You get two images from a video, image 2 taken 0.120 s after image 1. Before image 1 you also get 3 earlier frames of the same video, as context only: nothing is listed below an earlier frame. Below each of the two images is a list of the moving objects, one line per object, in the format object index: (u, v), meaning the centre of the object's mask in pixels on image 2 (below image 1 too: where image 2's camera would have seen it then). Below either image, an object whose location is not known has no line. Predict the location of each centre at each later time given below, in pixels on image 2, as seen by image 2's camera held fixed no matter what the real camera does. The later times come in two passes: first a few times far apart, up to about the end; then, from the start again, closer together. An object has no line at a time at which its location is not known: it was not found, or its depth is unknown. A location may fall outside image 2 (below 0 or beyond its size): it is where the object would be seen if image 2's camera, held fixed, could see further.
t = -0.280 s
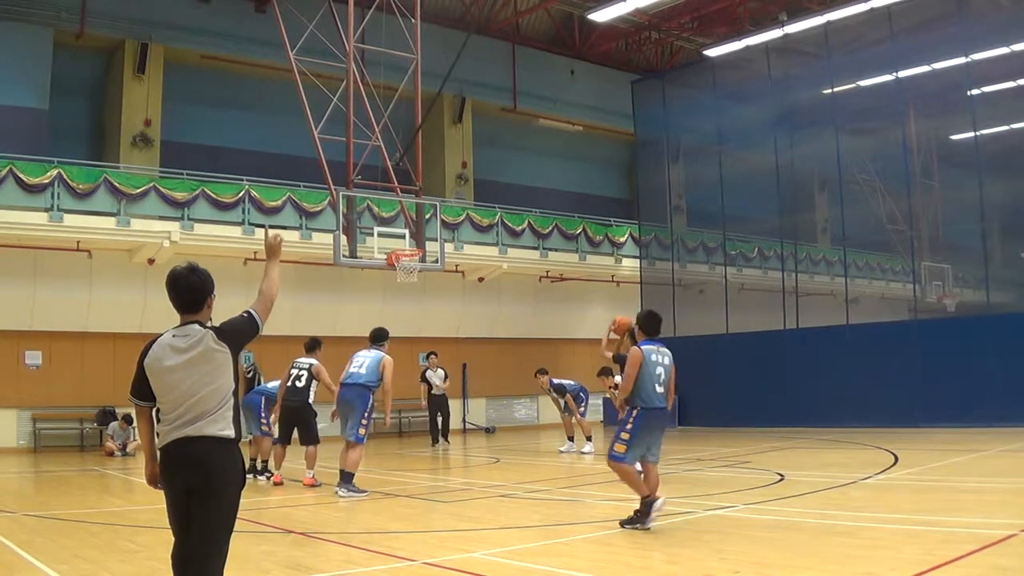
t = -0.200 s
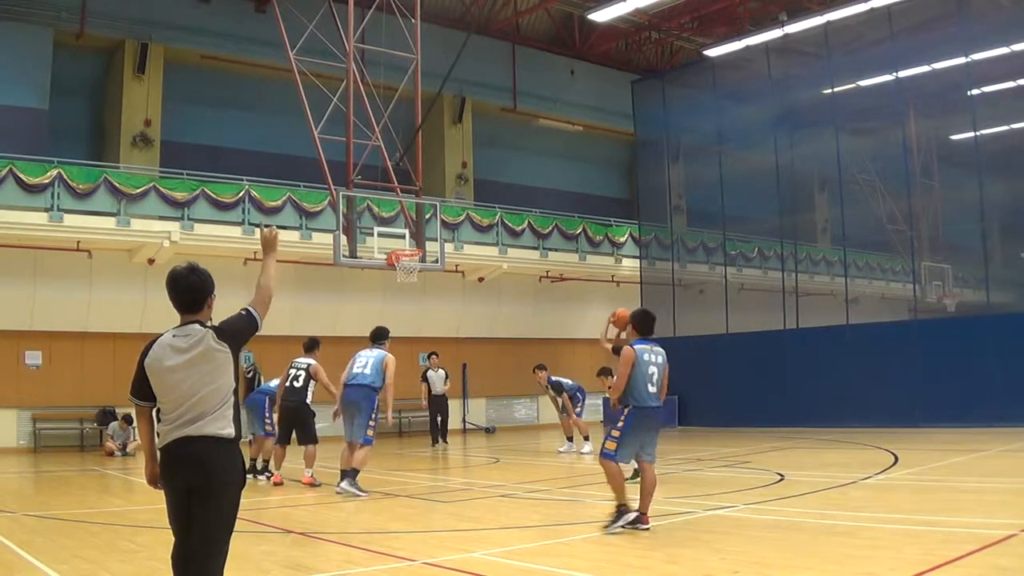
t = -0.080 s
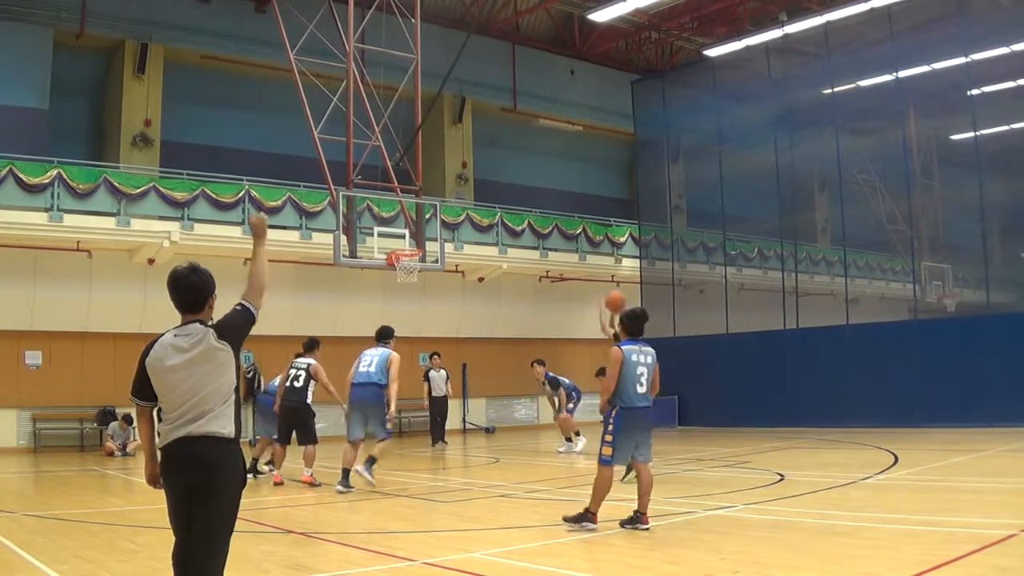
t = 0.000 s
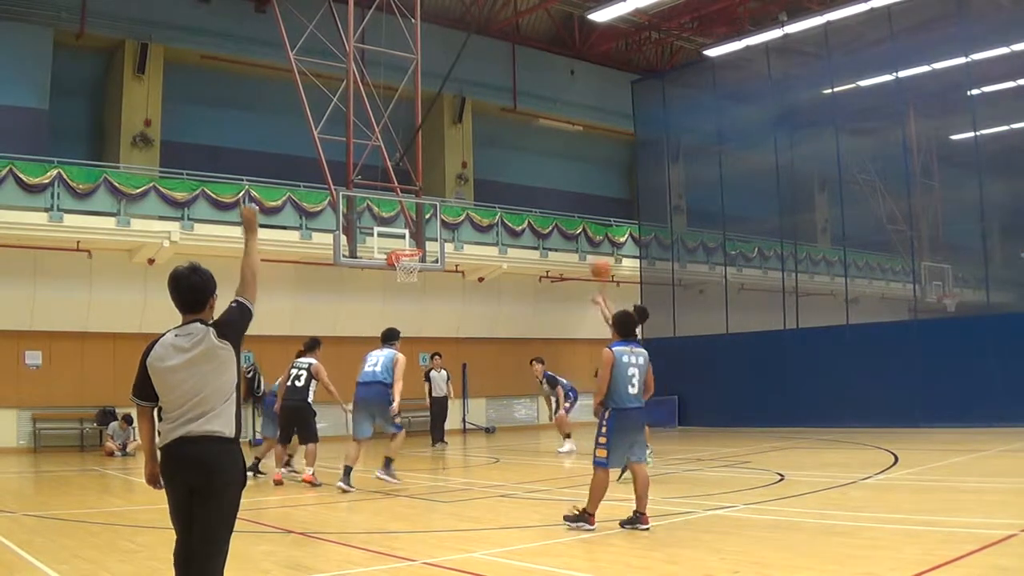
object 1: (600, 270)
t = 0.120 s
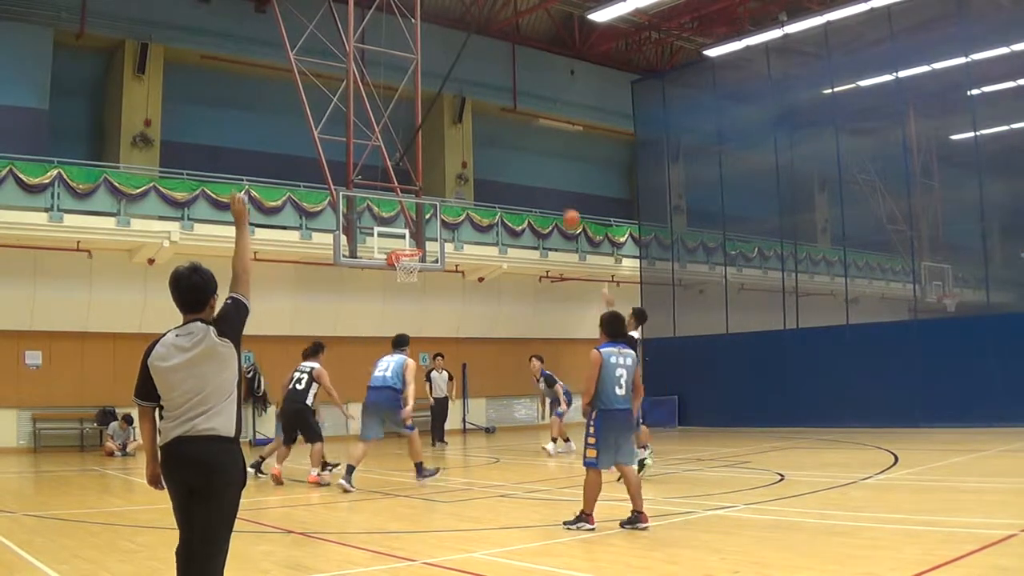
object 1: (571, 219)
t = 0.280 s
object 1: (536, 177)
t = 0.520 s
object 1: (491, 155)
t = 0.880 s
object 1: (434, 195)
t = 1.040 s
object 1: (412, 239)
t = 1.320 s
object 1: (413, 206)
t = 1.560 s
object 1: (423, 205)
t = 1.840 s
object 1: (440, 251)
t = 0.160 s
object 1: (562, 207)
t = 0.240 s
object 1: (545, 186)
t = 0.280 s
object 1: (536, 177)
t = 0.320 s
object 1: (528, 170)
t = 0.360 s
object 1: (520, 165)
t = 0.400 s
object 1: (513, 161)
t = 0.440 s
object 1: (505, 157)
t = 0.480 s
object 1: (498, 156)
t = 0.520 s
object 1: (491, 155)
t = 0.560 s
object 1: (484, 155)
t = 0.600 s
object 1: (478, 157)
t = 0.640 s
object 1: (470, 159)
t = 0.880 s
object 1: (434, 195)
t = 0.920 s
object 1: (428, 202)
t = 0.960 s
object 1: (423, 214)
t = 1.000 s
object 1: (417, 227)
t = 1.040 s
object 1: (412, 239)
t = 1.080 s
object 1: (408, 243)
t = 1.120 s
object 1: (405, 235)
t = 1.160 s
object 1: (405, 228)
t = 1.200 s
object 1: (406, 220)
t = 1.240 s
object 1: (408, 214)
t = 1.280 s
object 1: (410, 210)
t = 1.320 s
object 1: (413, 206)
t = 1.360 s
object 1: (415, 203)
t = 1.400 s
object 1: (417, 201)
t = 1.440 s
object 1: (418, 201)
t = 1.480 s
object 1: (418, 200)
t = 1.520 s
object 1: (422, 202)
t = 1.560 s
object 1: (423, 205)
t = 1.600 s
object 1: (426, 209)
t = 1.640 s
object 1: (430, 212)
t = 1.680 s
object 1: (431, 218)
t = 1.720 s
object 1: (433, 224)
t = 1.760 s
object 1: (436, 232)
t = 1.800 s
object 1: (438, 242)
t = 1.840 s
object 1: (440, 251)
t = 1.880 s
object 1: (443, 263)
